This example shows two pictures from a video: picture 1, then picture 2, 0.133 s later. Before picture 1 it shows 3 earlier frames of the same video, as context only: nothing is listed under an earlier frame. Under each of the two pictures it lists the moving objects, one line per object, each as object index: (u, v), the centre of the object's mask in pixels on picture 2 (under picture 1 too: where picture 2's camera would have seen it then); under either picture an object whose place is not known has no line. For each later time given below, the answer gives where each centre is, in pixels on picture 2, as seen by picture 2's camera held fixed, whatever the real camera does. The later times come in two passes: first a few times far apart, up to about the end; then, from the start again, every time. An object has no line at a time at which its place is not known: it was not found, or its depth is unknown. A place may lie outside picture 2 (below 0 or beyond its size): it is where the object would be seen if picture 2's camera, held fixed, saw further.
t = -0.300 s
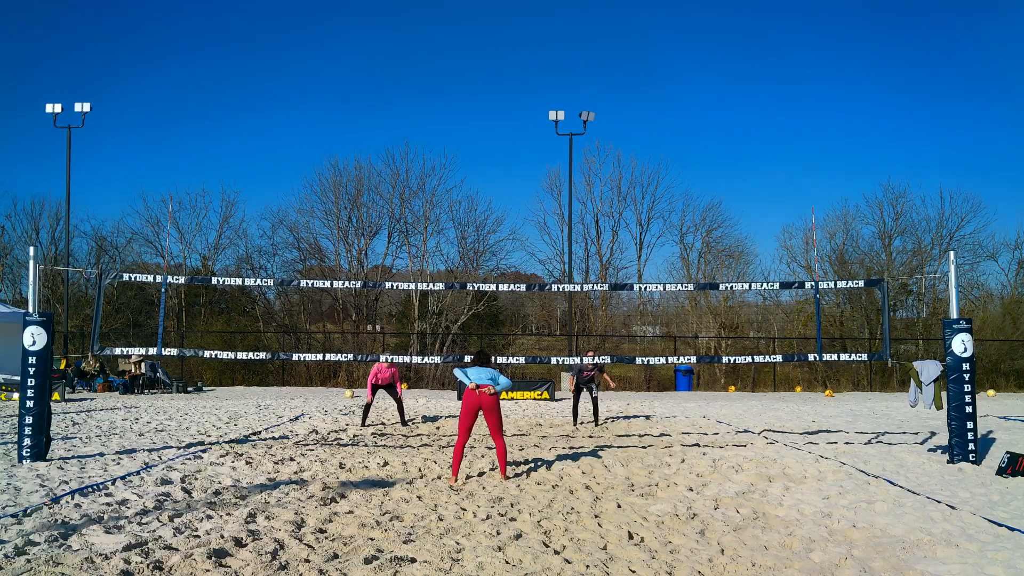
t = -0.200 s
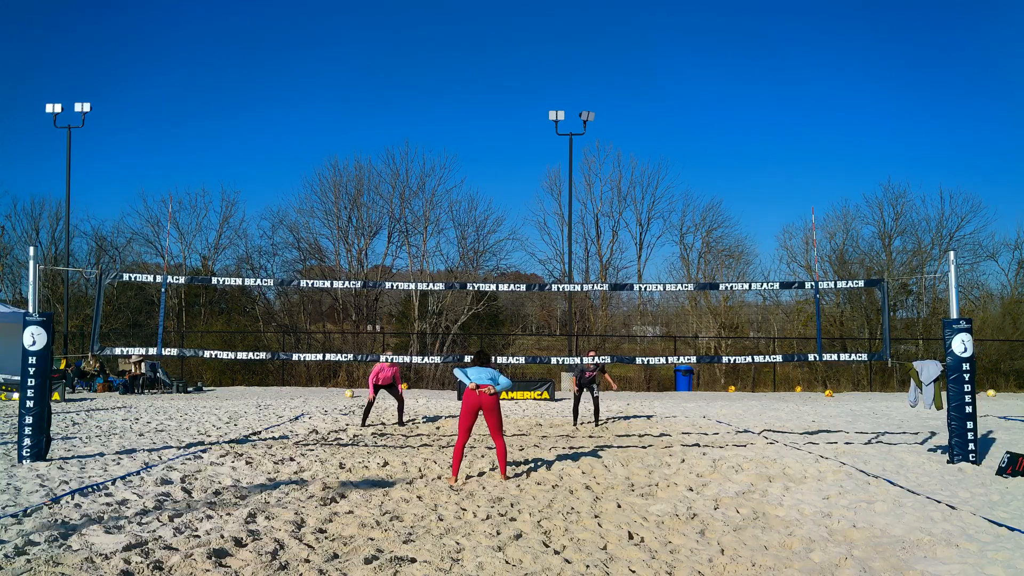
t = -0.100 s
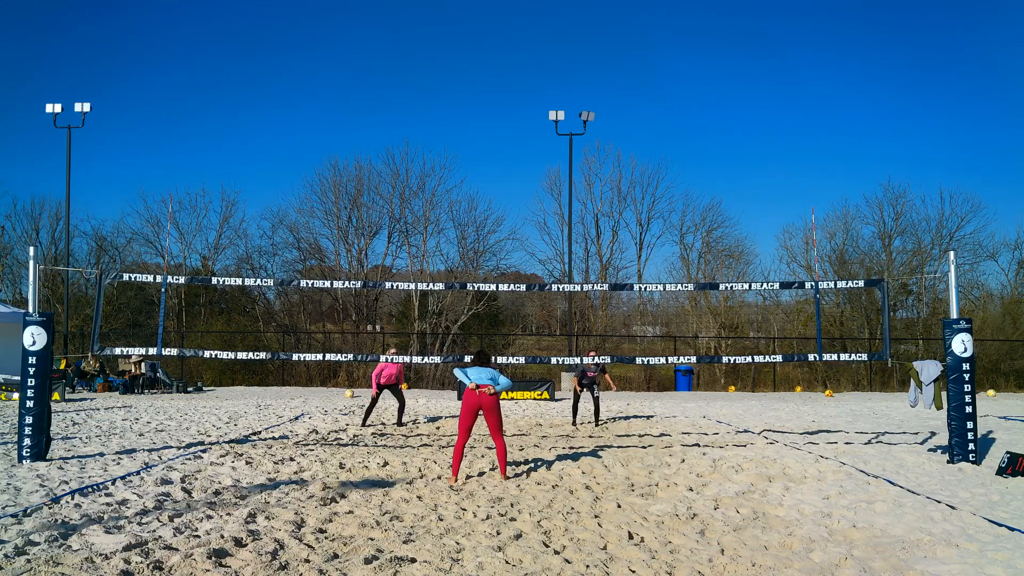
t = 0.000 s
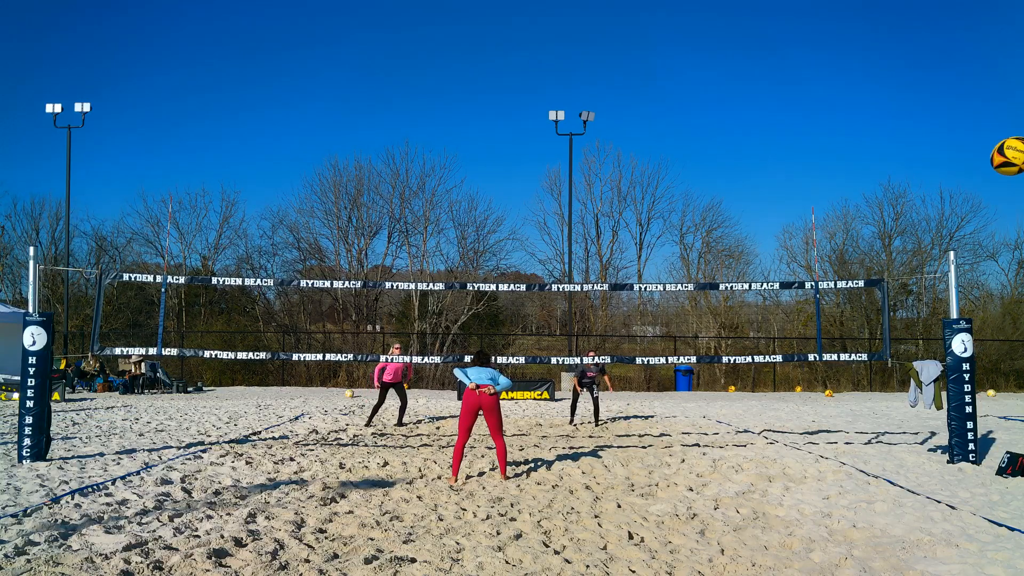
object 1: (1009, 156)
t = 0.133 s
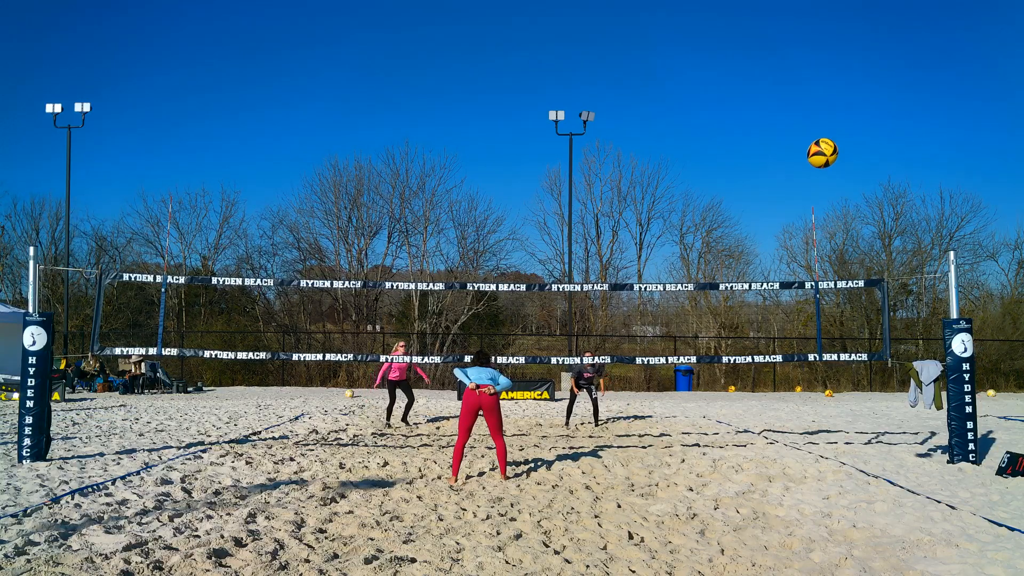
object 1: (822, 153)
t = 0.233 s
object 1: (732, 164)
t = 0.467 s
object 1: (598, 217)
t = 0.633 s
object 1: (540, 269)
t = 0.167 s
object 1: (789, 156)
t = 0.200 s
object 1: (759, 159)
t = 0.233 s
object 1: (732, 164)
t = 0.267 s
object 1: (708, 170)
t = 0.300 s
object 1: (685, 176)
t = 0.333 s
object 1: (665, 183)
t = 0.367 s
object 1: (646, 191)
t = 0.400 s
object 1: (628, 199)
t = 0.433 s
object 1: (612, 208)
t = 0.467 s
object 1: (598, 217)
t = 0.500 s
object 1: (584, 227)
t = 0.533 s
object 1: (572, 237)
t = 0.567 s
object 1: (561, 247)
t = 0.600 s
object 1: (550, 258)
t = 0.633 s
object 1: (540, 269)
